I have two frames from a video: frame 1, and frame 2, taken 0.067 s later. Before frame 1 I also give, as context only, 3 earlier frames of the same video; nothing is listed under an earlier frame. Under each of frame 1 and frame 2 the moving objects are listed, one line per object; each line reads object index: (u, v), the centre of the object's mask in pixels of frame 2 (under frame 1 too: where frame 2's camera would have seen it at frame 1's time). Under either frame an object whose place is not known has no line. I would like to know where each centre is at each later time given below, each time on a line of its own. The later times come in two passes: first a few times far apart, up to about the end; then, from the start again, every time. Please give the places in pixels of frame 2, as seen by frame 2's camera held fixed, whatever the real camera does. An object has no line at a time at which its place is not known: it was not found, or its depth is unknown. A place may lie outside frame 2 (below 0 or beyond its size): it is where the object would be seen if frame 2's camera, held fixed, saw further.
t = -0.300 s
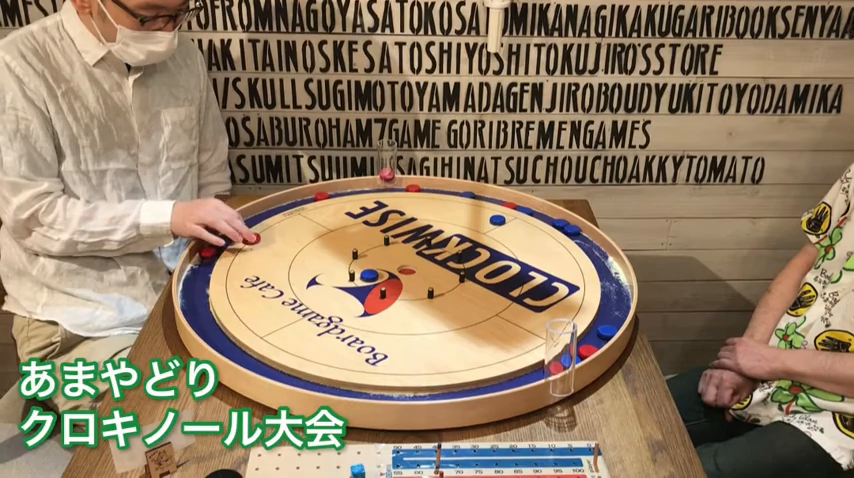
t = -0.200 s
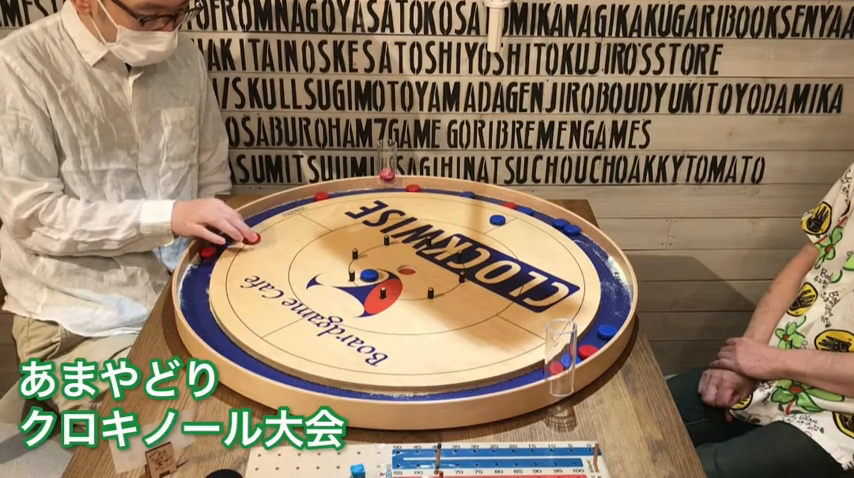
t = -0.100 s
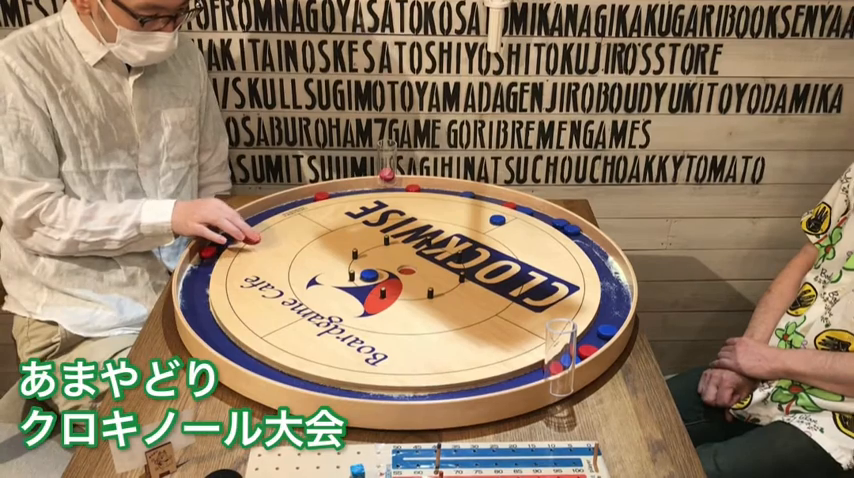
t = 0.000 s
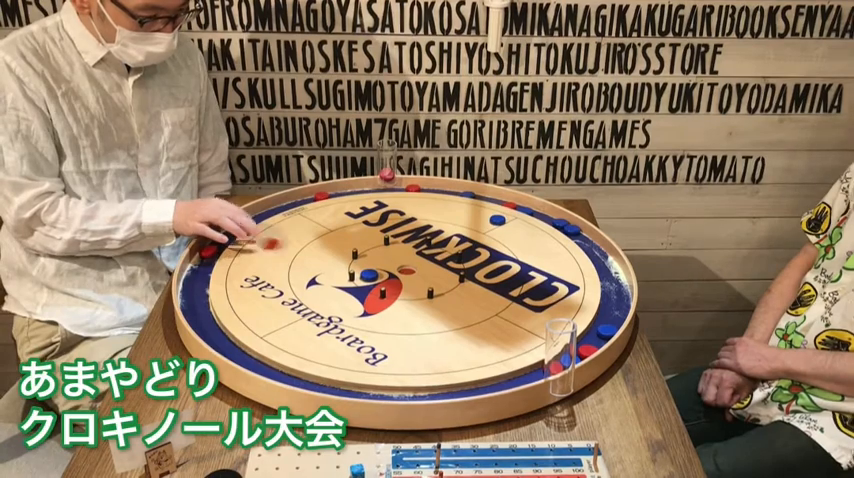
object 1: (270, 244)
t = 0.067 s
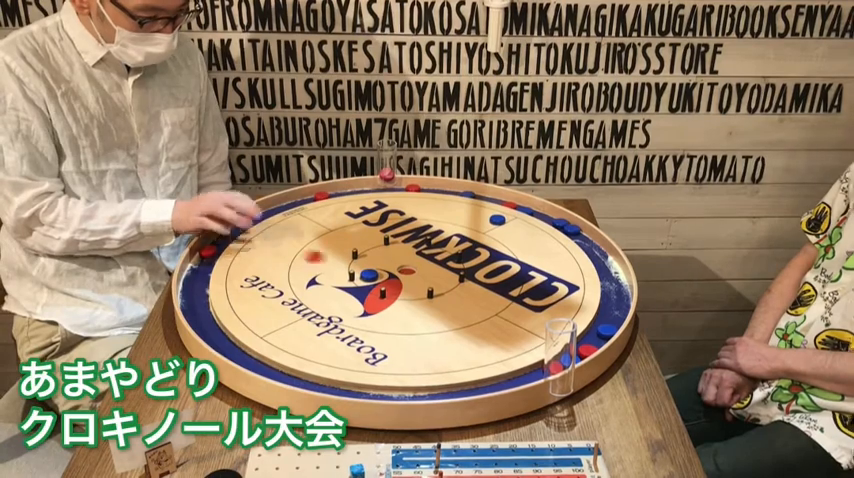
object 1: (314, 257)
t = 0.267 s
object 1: (379, 265)
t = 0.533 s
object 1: (405, 261)
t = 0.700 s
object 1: (409, 262)
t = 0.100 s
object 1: (336, 262)
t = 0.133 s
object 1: (357, 267)
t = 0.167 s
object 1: (363, 267)
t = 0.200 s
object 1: (369, 267)
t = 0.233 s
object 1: (375, 266)
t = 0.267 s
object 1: (379, 265)
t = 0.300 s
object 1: (383, 264)
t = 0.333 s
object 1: (388, 264)
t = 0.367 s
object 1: (391, 263)
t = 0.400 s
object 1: (394, 262)
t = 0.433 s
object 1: (398, 262)
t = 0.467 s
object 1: (400, 262)
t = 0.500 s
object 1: (402, 261)
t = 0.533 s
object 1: (405, 261)
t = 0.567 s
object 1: (406, 261)
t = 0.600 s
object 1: (407, 261)
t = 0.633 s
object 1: (408, 262)
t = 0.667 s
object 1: (408, 262)
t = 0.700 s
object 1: (409, 262)
